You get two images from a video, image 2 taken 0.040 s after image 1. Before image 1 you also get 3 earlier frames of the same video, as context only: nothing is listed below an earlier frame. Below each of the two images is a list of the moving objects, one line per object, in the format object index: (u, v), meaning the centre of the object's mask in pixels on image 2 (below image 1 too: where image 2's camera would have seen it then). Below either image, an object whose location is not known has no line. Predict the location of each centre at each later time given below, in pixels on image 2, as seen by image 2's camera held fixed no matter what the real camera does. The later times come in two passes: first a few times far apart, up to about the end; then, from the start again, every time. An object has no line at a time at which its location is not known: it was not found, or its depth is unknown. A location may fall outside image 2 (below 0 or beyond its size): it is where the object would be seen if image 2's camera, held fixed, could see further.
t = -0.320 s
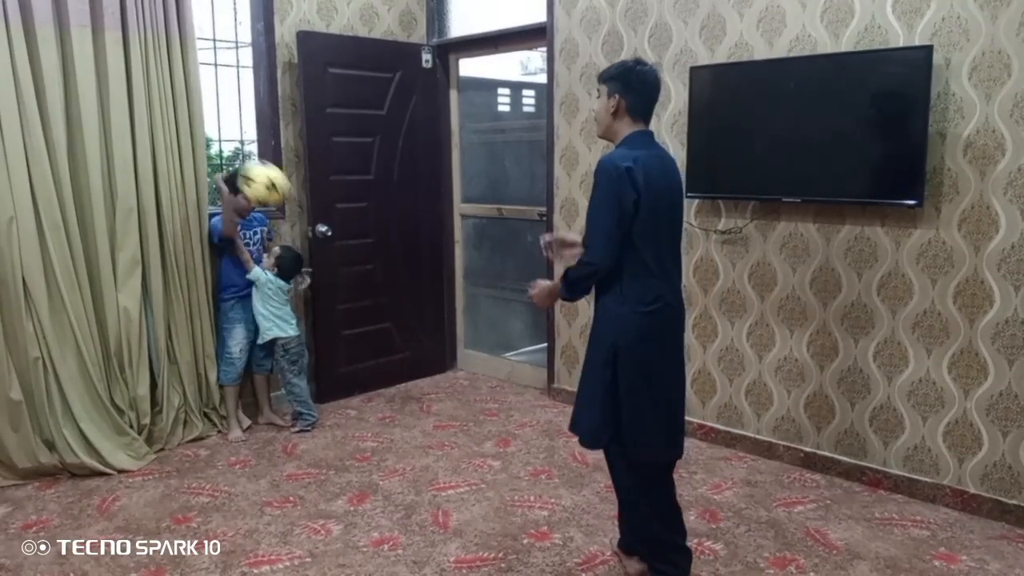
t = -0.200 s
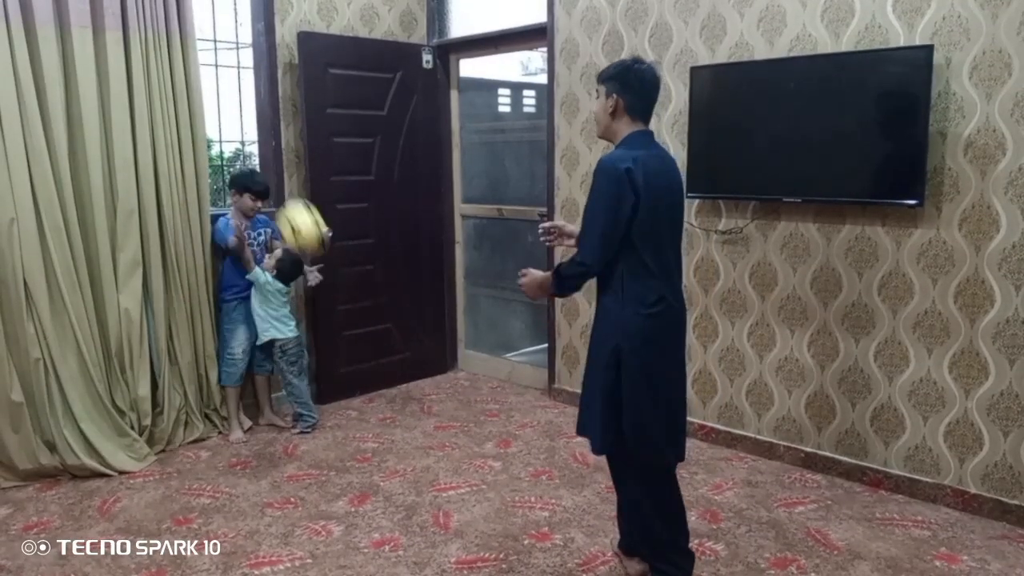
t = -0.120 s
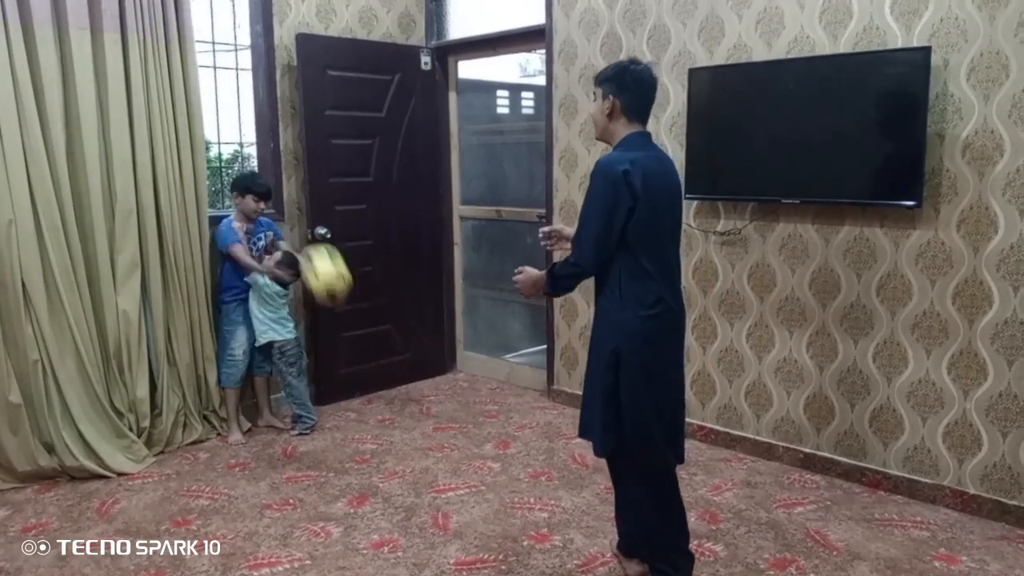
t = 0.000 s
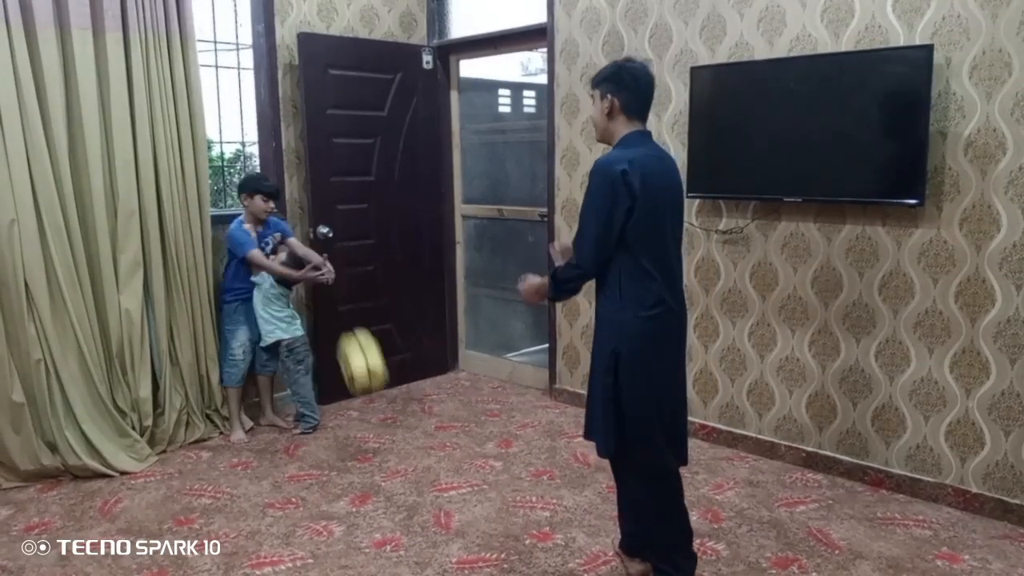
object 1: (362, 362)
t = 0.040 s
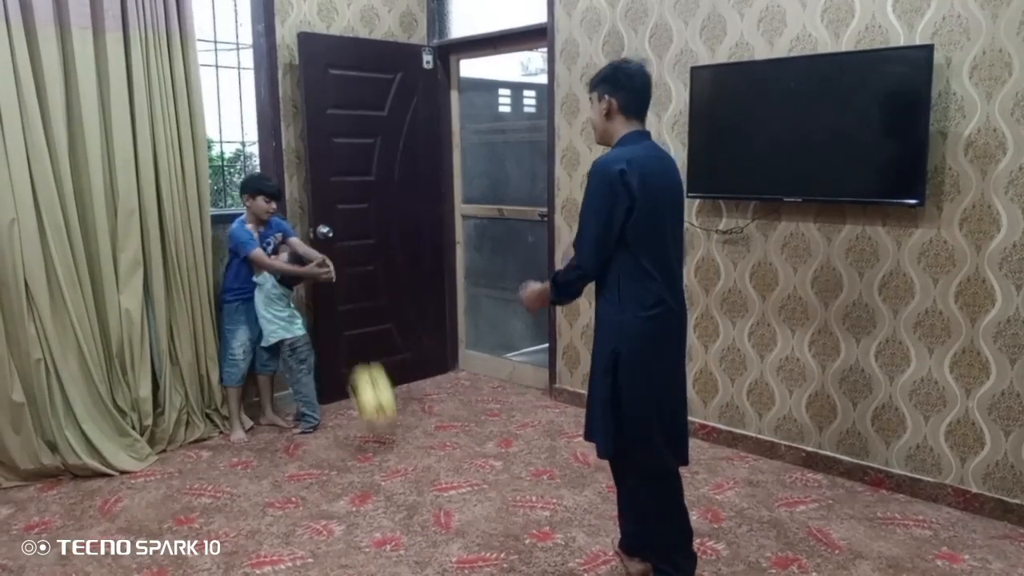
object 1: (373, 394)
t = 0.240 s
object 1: (414, 339)
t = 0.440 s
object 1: (453, 304)
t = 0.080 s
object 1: (386, 420)
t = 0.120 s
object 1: (391, 396)
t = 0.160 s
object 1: (399, 372)
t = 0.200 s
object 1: (406, 356)
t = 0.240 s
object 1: (414, 339)
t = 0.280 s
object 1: (423, 325)
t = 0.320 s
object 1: (430, 315)
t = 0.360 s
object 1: (437, 308)
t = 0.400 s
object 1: (446, 304)
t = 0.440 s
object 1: (453, 304)
